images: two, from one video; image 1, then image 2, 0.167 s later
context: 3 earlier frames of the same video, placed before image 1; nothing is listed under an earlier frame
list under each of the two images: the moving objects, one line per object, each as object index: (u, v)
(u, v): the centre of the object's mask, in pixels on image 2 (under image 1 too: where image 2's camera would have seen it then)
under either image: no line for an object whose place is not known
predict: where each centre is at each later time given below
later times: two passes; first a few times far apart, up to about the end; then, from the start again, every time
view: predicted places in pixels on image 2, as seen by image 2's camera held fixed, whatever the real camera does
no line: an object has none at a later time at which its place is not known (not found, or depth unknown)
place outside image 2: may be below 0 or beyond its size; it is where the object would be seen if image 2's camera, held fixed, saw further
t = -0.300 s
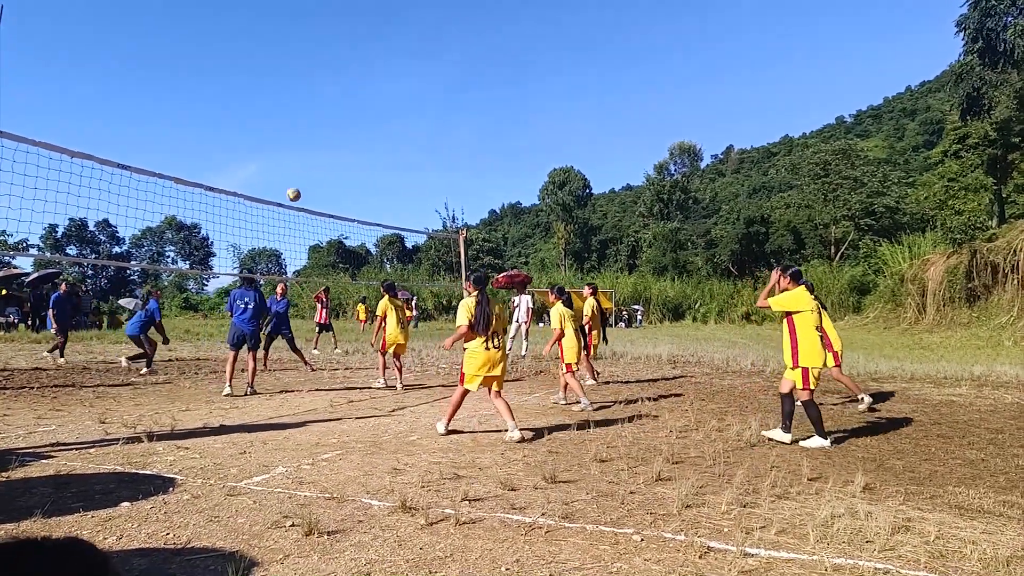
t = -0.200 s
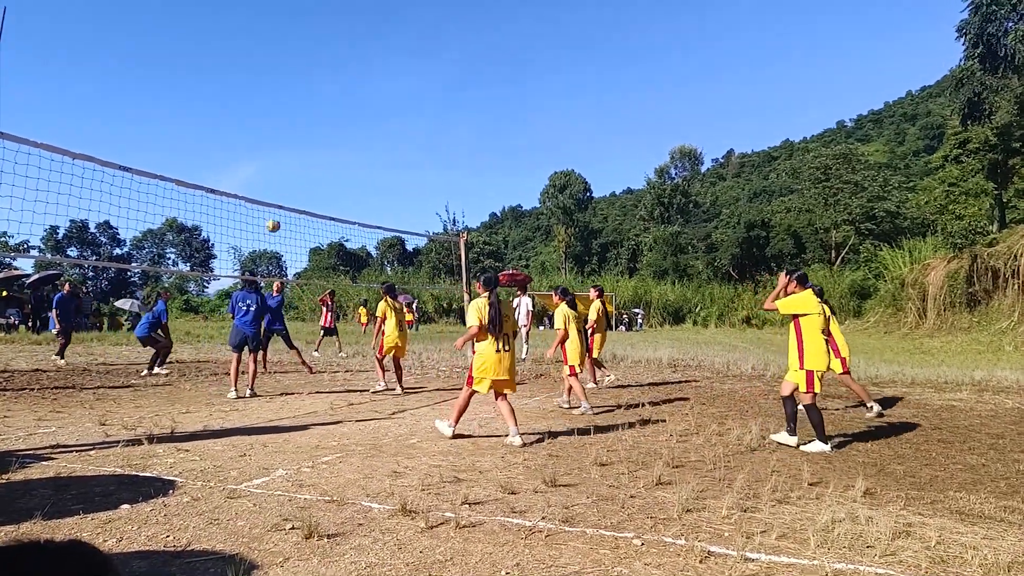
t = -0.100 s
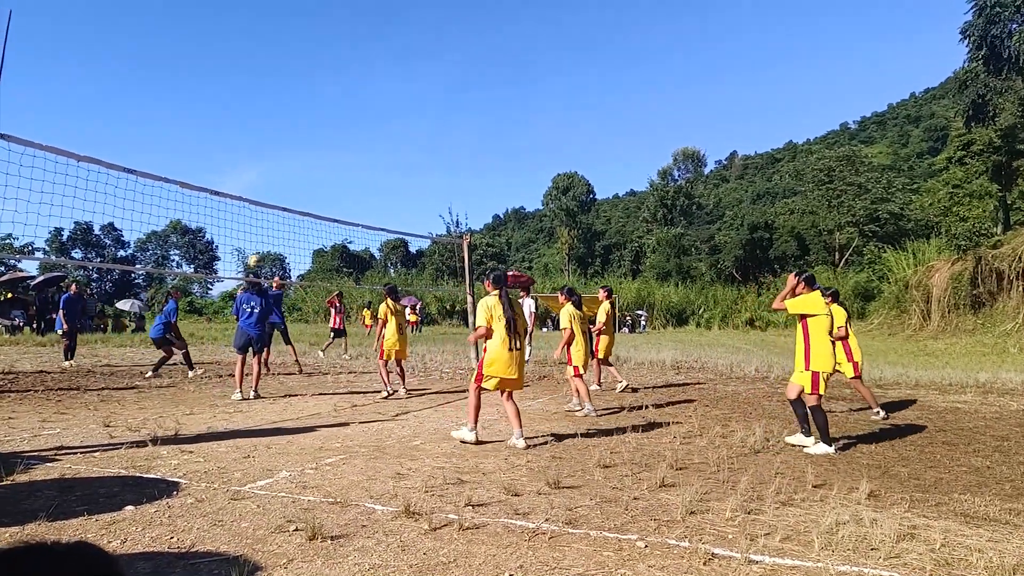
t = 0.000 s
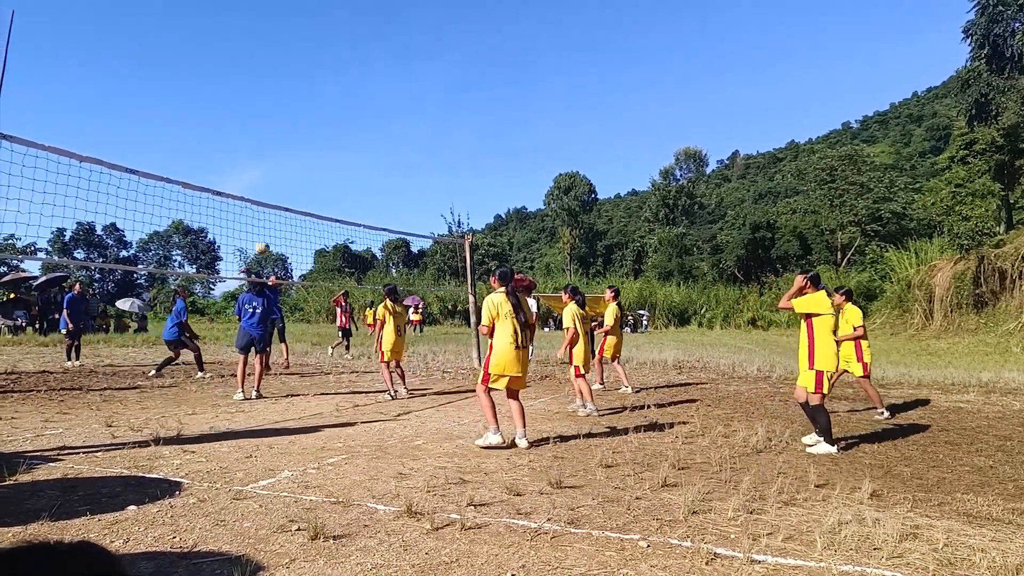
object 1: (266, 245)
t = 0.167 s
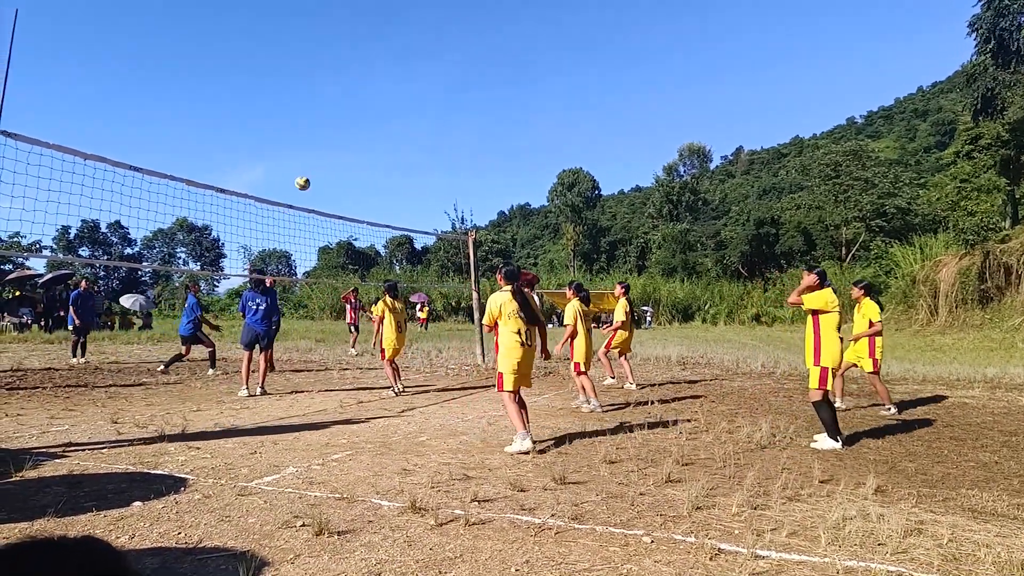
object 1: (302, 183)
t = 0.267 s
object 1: (326, 152)
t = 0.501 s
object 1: (387, 99)
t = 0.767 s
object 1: (471, 81)
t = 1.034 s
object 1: (573, 125)
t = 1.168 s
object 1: (634, 178)
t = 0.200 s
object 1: (310, 172)
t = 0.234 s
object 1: (318, 162)
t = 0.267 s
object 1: (326, 152)
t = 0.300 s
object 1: (334, 142)
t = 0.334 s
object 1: (342, 134)
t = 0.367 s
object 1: (351, 125)
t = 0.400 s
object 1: (360, 118)
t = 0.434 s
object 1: (368, 111)
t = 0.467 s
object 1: (378, 104)
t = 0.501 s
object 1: (387, 99)
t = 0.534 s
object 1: (397, 94)
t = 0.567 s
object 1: (407, 90)
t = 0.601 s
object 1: (417, 86)
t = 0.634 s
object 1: (427, 83)
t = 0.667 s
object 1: (437, 82)
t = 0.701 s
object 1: (449, 81)
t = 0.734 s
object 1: (460, 81)
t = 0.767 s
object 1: (471, 81)
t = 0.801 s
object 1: (483, 83)
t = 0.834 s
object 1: (495, 86)
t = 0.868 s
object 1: (507, 89)
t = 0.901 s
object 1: (520, 94)
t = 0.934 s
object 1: (532, 100)
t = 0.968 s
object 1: (546, 107)
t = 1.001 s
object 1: (559, 116)
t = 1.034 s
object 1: (573, 125)
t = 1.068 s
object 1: (588, 137)
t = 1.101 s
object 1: (603, 148)
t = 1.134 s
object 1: (618, 163)
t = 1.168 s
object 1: (634, 178)
